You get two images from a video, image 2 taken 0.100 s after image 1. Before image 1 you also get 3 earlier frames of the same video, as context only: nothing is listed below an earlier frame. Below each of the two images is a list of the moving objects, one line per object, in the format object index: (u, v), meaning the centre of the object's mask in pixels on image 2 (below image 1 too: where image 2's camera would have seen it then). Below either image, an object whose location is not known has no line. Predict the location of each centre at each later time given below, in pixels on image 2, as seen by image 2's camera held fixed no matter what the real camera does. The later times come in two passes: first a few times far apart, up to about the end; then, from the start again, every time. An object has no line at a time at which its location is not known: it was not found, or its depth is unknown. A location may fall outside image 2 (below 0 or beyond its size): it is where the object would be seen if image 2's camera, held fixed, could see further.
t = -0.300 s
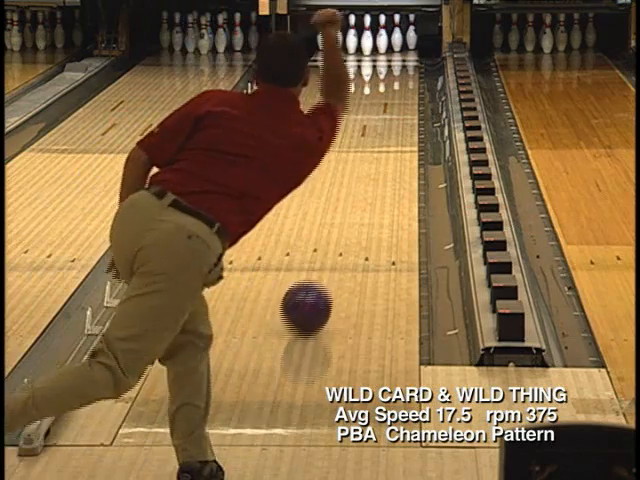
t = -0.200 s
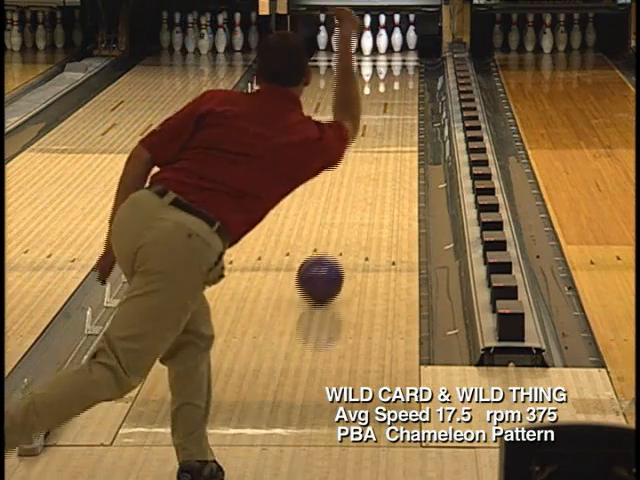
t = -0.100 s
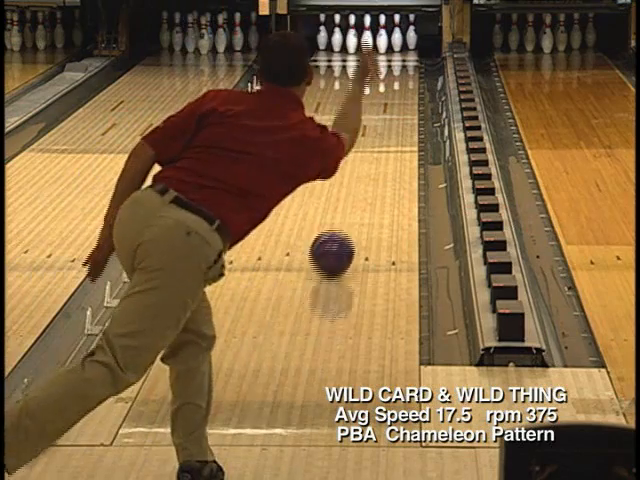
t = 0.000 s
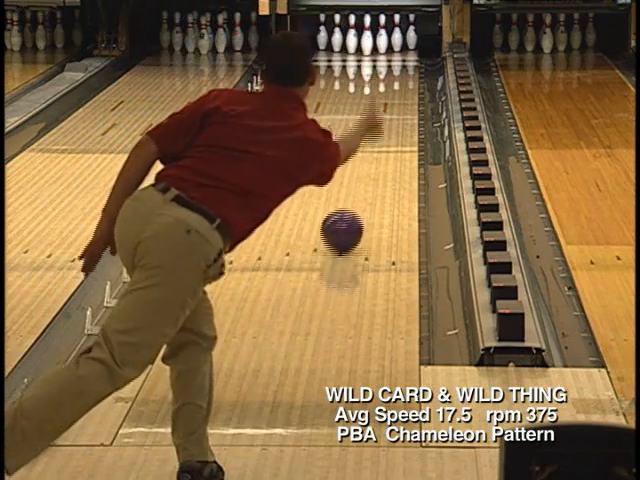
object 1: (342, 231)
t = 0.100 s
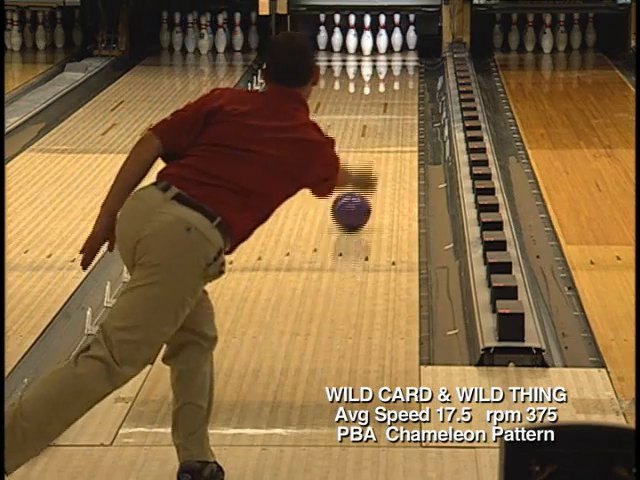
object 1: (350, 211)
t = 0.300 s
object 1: (366, 176)
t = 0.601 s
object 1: (382, 134)
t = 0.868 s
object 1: (392, 107)
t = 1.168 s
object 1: (396, 81)
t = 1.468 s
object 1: (391, 63)
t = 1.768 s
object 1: (374, 46)
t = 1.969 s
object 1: (365, 40)
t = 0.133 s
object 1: (354, 204)
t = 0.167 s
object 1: (357, 201)
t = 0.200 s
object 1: (359, 192)
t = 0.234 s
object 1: (361, 186)
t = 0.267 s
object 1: (363, 181)
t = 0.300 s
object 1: (366, 176)
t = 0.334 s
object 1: (367, 171)
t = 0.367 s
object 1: (369, 166)
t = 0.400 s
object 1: (372, 160)
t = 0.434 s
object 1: (373, 156)
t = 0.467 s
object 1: (375, 151)
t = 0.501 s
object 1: (377, 147)
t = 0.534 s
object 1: (379, 143)
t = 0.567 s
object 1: (380, 139)
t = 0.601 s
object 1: (382, 134)
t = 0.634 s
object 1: (383, 130)
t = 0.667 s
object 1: (385, 127)
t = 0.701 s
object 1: (386, 123)
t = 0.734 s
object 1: (387, 120)
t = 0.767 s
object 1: (388, 116)
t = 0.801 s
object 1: (390, 113)
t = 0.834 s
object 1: (391, 110)
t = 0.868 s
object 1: (392, 107)
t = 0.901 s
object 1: (393, 103)
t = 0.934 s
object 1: (394, 101)
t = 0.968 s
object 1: (394, 97)
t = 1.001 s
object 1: (395, 94)
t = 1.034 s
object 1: (395, 92)
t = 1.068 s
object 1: (396, 90)
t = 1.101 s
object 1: (396, 86)
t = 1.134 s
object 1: (396, 84)
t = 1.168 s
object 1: (396, 81)
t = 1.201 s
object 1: (396, 78)
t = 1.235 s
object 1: (396, 76)
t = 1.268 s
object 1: (396, 74)
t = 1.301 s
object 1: (395, 73)
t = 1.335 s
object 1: (394, 70)
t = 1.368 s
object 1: (393, 68)
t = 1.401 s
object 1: (393, 67)
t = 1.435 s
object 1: (392, 64)
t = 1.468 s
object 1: (391, 63)
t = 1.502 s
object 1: (390, 61)
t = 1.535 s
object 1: (388, 58)
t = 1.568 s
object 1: (386, 57)
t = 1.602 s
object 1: (385, 56)
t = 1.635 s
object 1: (384, 53)
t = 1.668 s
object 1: (381, 51)
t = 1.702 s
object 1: (379, 50)
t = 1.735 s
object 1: (377, 48)
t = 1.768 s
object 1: (374, 46)
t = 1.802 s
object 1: (372, 45)
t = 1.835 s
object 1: (372, 44)
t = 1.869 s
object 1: (371, 44)
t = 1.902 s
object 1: (368, 42)
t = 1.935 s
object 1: (367, 42)
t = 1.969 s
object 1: (365, 40)
